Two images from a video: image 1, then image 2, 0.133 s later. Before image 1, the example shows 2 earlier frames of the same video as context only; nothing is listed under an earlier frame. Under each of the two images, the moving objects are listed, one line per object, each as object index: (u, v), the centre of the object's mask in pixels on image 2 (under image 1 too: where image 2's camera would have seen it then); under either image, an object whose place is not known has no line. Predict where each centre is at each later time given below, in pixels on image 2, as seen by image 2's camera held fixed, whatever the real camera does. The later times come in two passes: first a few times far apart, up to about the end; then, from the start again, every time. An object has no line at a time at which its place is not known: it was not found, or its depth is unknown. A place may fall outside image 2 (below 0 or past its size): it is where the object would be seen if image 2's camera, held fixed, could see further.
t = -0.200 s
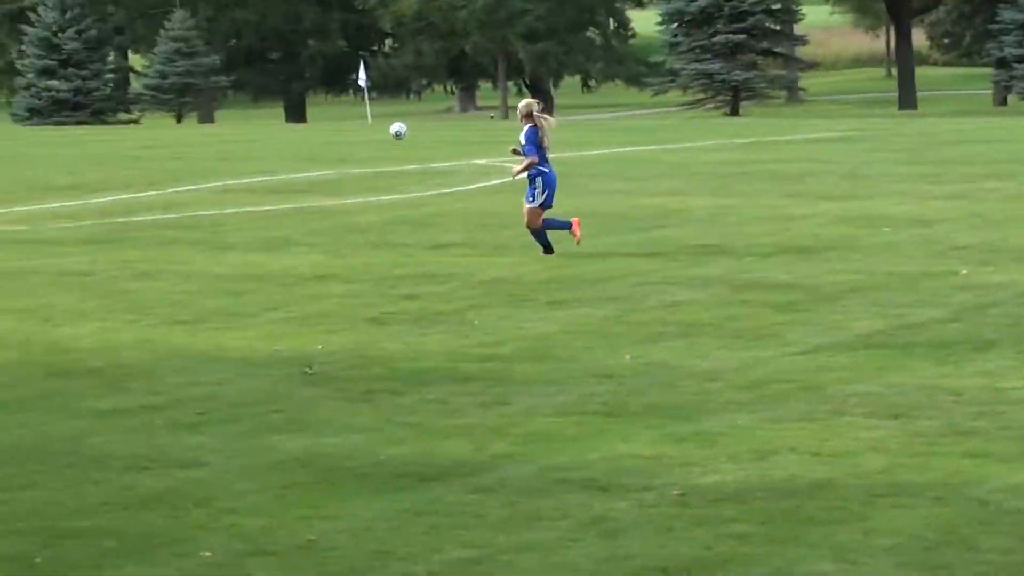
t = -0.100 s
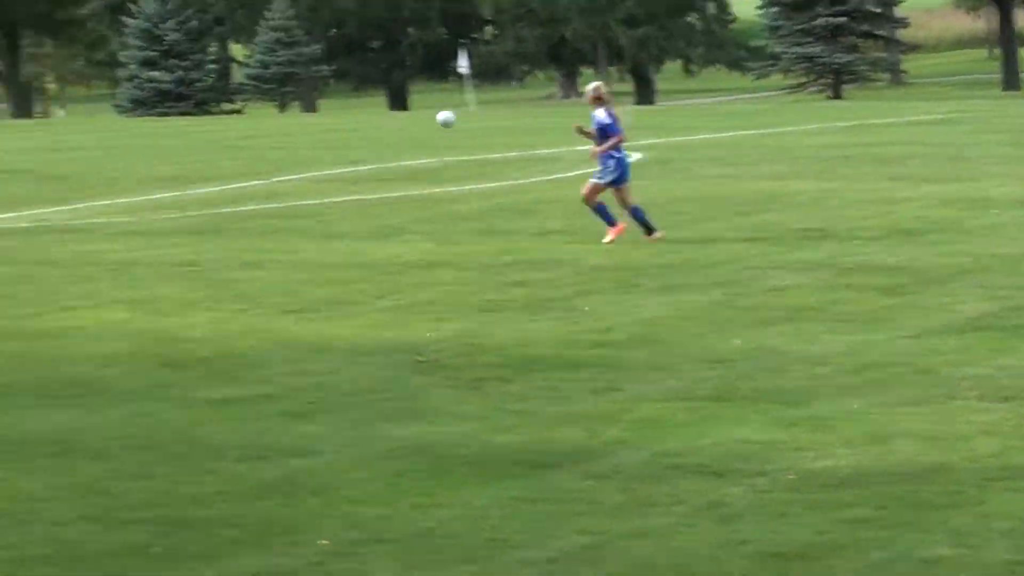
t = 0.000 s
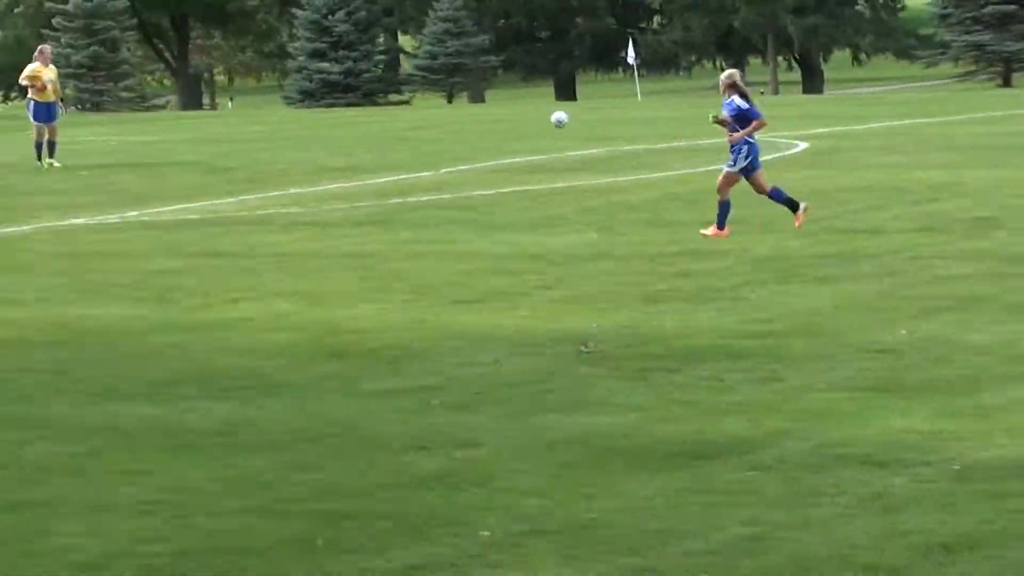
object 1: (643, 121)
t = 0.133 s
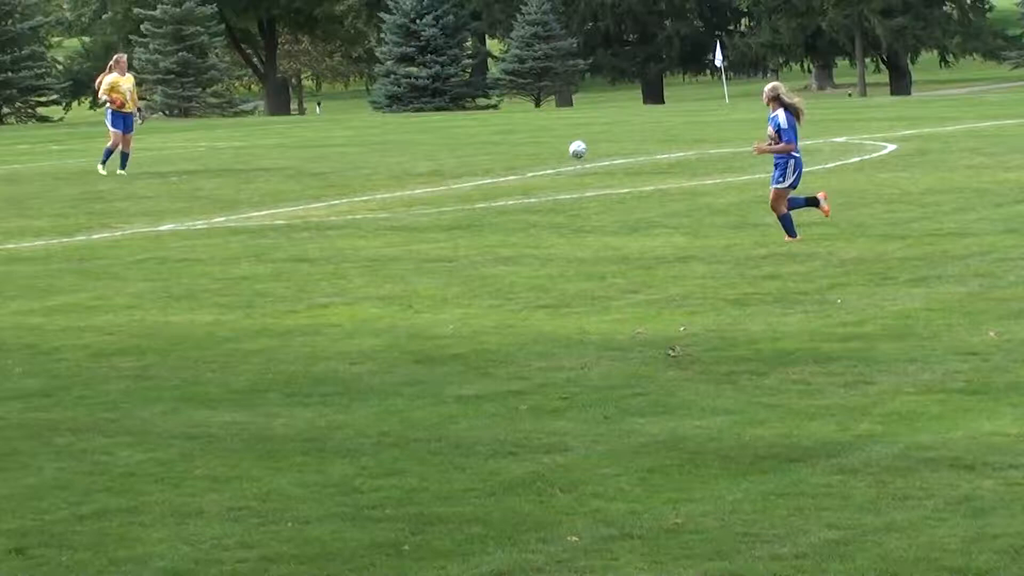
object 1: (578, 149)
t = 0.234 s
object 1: (529, 148)
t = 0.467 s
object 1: (411, 142)
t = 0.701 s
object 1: (299, 165)
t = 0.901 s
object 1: (206, 168)
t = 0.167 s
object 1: (562, 156)
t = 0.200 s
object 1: (546, 153)
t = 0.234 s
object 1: (529, 148)
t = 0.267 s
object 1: (511, 144)
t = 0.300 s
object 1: (494, 142)
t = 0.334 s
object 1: (478, 140)
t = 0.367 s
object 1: (461, 139)
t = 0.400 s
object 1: (444, 139)
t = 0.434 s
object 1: (427, 140)
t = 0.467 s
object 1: (411, 142)
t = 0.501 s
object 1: (395, 145)
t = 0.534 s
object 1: (378, 148)
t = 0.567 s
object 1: (362, 152)
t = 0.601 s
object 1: (346, 158)
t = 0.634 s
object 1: (331, 164)
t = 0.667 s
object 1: (314, 166)
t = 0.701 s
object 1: (299, 165)
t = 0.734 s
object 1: (283, 163)
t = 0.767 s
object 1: (268, 162)
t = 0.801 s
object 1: (252, 163)
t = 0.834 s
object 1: (237, 164)
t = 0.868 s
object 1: (221, 165)
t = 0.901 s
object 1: (206, 168)
